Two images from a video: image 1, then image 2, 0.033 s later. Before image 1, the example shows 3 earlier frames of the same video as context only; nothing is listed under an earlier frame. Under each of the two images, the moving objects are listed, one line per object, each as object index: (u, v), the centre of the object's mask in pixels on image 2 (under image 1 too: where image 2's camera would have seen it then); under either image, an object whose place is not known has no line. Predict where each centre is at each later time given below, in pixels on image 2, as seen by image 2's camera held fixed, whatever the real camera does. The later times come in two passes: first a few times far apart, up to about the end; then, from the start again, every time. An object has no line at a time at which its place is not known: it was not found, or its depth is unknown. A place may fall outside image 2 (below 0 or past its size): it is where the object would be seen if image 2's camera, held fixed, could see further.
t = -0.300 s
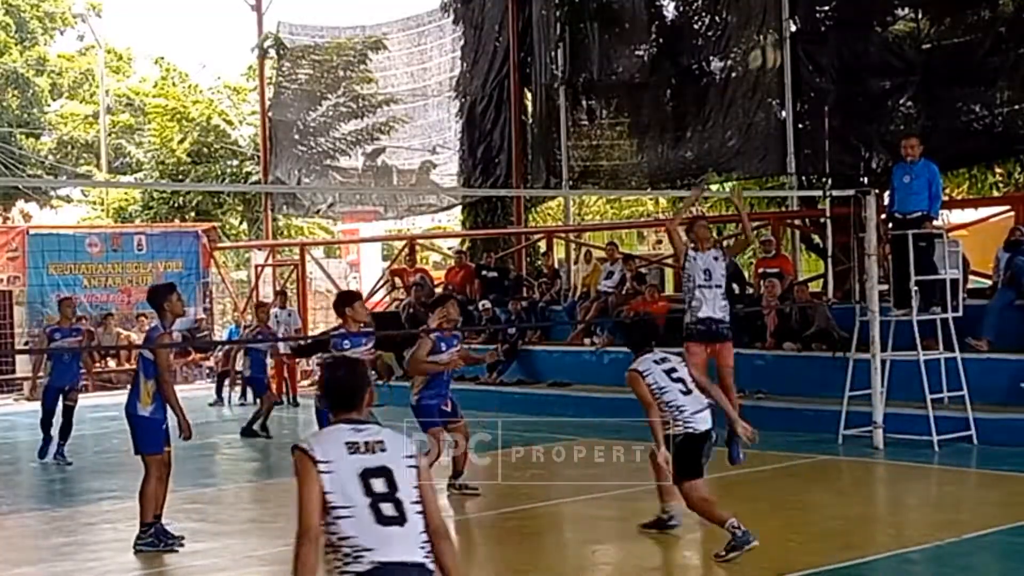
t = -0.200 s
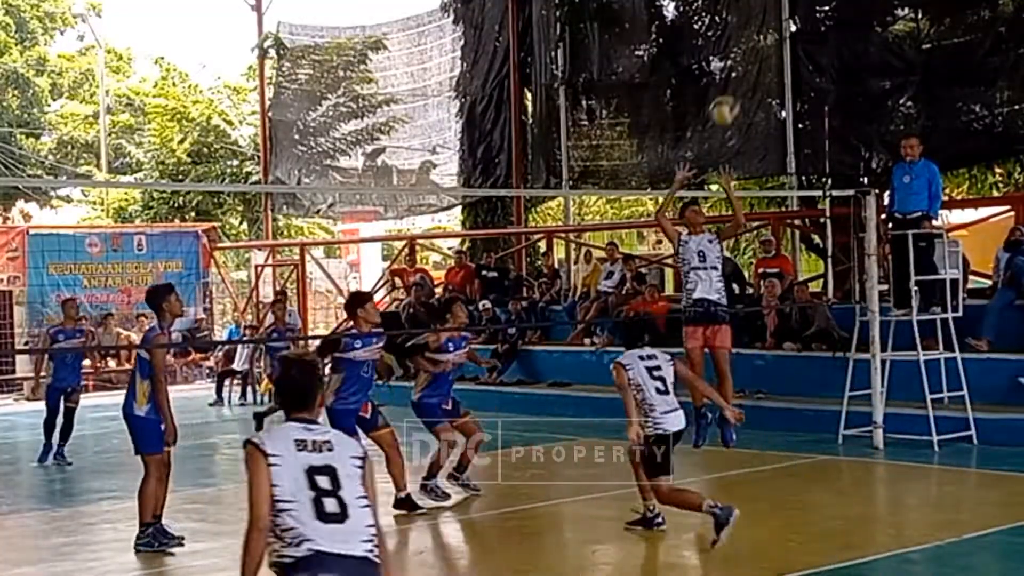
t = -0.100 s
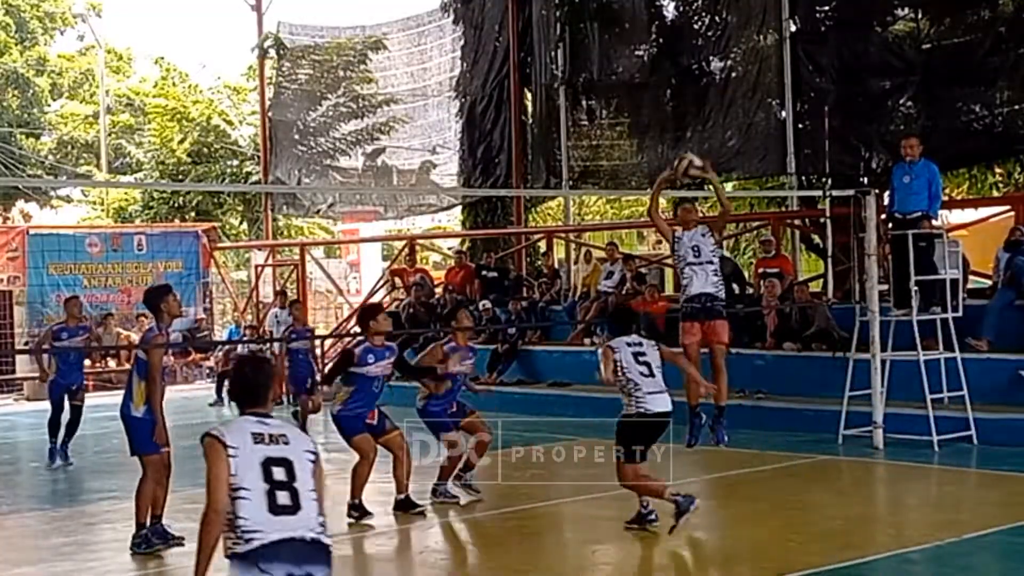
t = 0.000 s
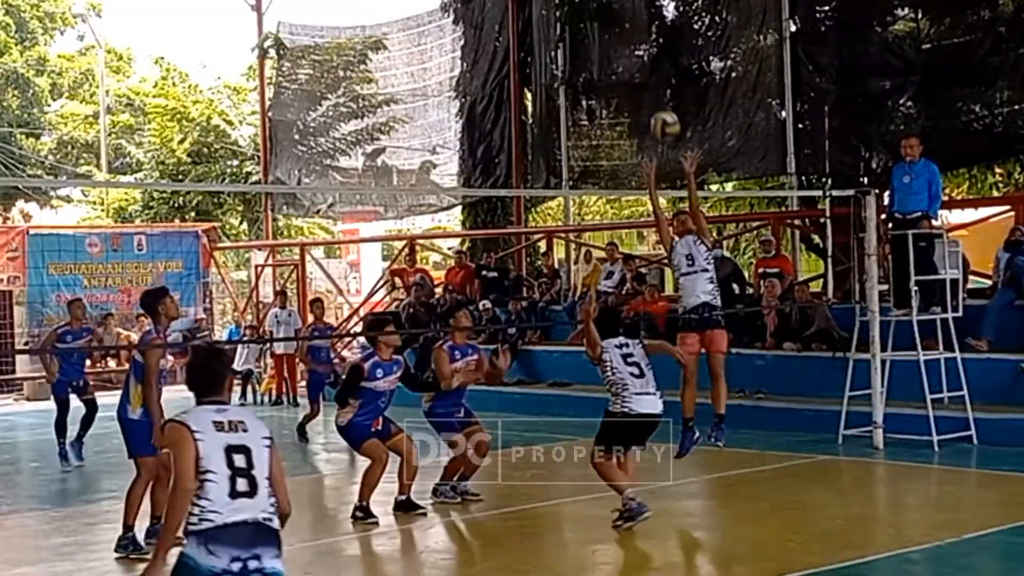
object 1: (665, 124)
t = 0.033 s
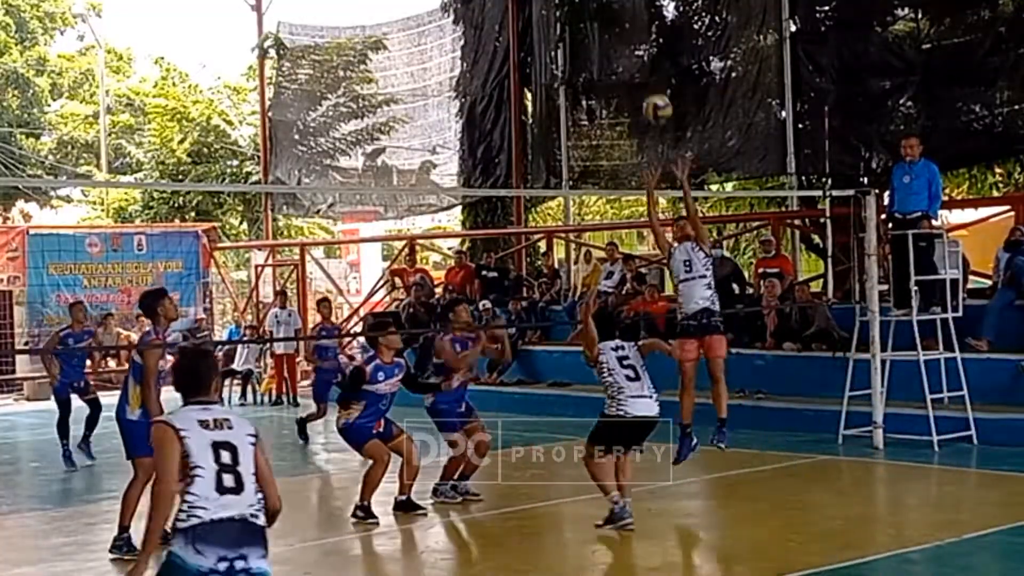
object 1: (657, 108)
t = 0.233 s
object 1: (612, 38)
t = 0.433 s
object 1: (568, 19)
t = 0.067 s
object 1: (649, 92)
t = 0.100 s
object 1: (642, 79)
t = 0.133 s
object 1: (635, 66)
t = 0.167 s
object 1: (626, 54)
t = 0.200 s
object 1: (619, 45)
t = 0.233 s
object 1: (612, 38)
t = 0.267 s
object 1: (605, 31)
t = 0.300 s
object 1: (597, 26)
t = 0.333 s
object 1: (590, 22)
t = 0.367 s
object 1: (582, 20)
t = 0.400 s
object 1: (575, 19)
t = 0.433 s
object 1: (568, 19)
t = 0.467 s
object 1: (561, 21)
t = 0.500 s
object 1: (553, 24)
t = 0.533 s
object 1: (548, 29)
